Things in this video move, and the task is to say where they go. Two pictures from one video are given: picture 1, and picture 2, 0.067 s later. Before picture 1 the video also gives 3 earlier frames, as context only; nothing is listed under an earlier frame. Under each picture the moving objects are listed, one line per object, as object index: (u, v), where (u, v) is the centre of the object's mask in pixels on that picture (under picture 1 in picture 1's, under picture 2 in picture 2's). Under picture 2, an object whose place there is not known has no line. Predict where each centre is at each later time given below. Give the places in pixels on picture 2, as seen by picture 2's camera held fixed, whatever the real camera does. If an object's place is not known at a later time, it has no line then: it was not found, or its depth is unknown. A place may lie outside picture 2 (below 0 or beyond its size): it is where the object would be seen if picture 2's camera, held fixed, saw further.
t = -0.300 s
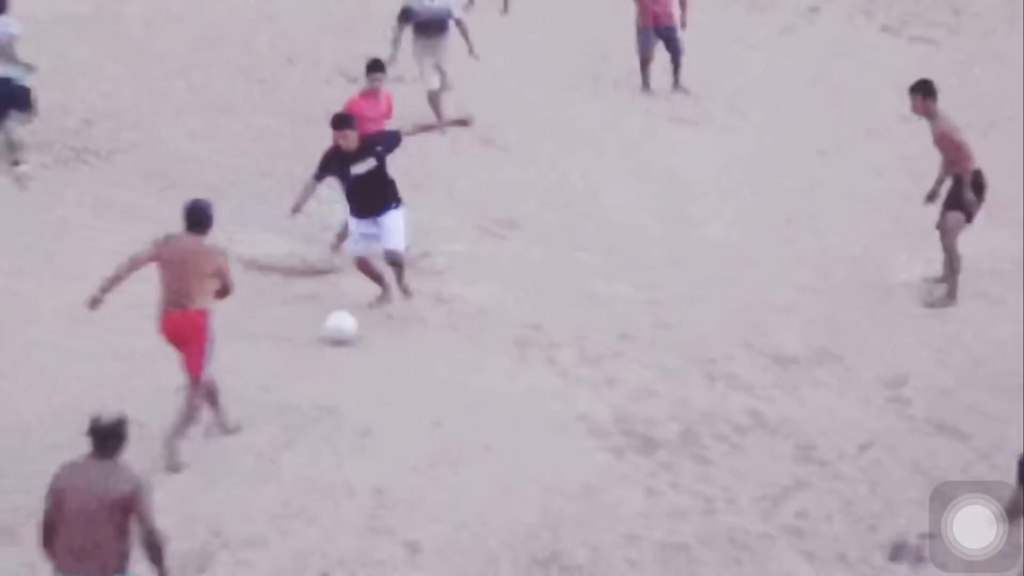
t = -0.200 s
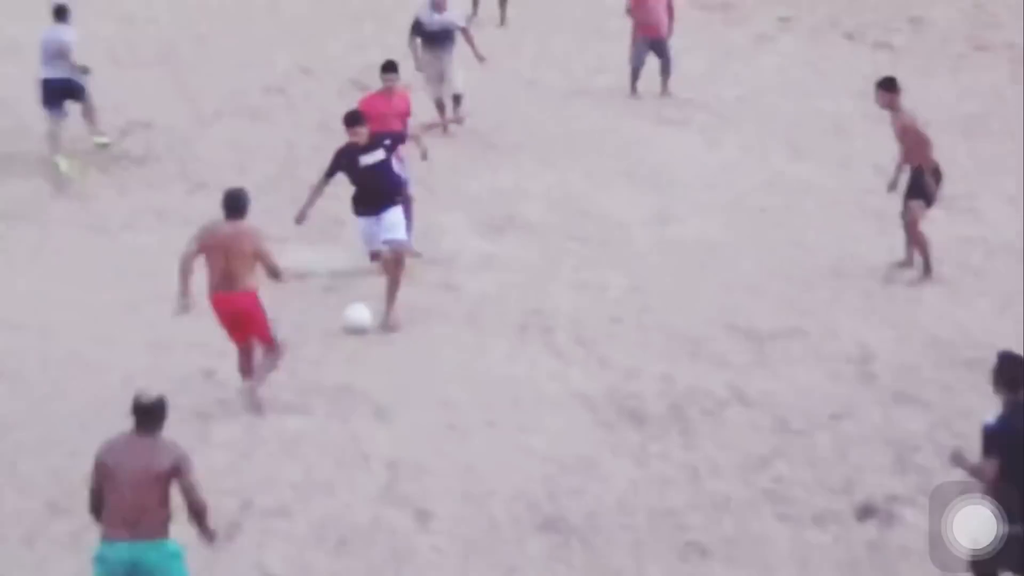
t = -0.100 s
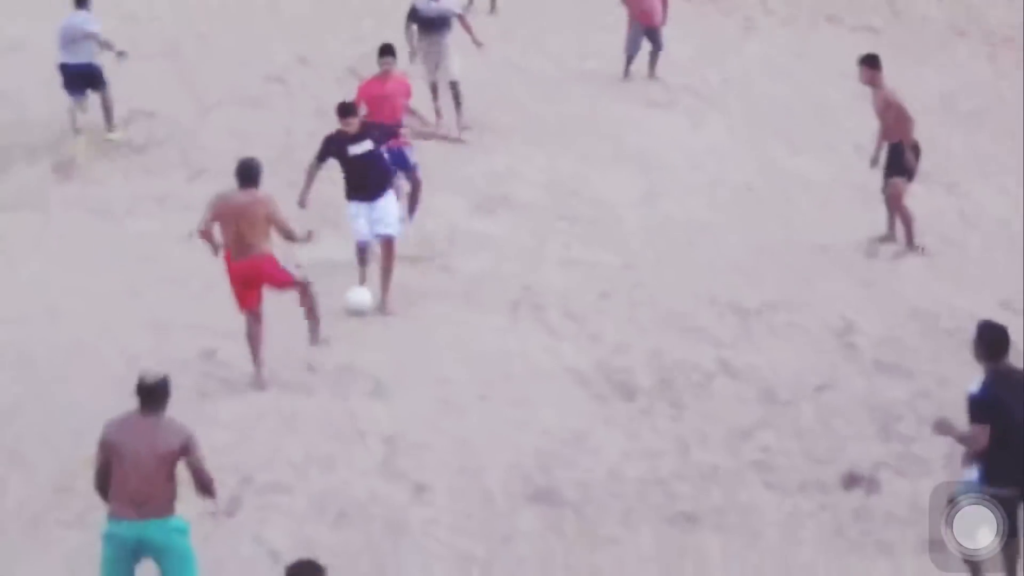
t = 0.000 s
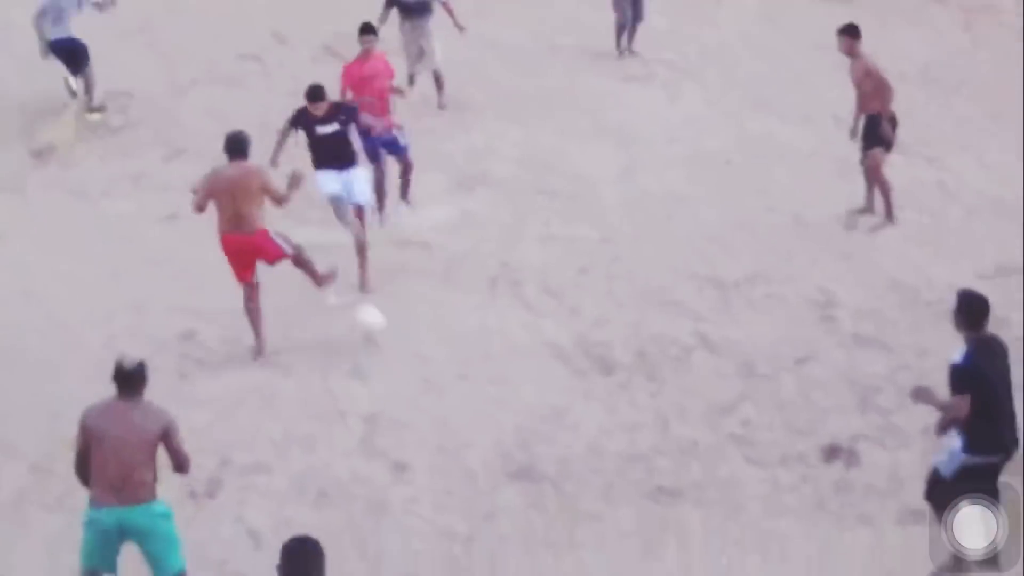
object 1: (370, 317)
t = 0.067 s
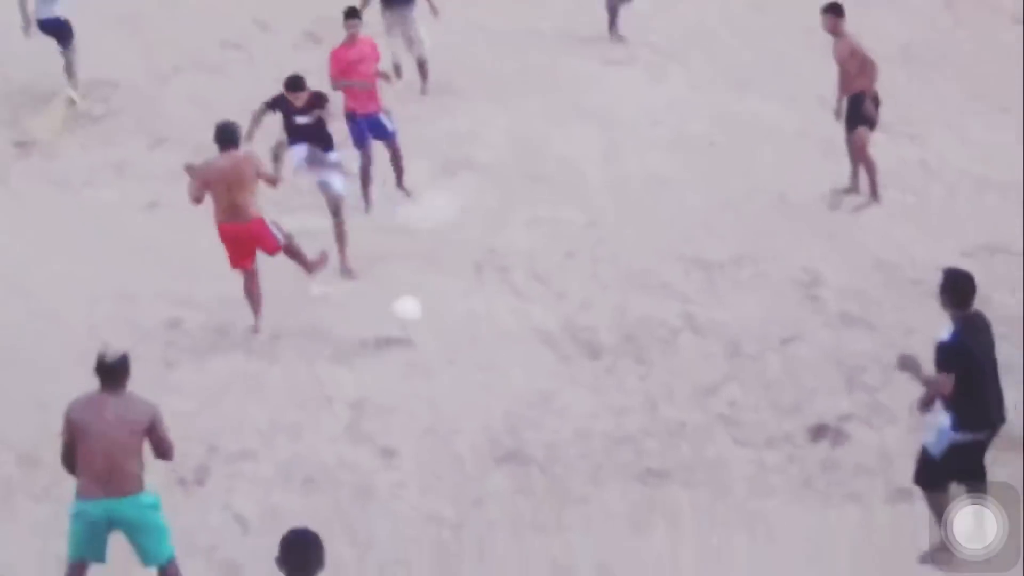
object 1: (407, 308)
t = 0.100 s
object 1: (425, 301)
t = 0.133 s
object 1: (448, 293)
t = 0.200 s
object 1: (489, 275)
